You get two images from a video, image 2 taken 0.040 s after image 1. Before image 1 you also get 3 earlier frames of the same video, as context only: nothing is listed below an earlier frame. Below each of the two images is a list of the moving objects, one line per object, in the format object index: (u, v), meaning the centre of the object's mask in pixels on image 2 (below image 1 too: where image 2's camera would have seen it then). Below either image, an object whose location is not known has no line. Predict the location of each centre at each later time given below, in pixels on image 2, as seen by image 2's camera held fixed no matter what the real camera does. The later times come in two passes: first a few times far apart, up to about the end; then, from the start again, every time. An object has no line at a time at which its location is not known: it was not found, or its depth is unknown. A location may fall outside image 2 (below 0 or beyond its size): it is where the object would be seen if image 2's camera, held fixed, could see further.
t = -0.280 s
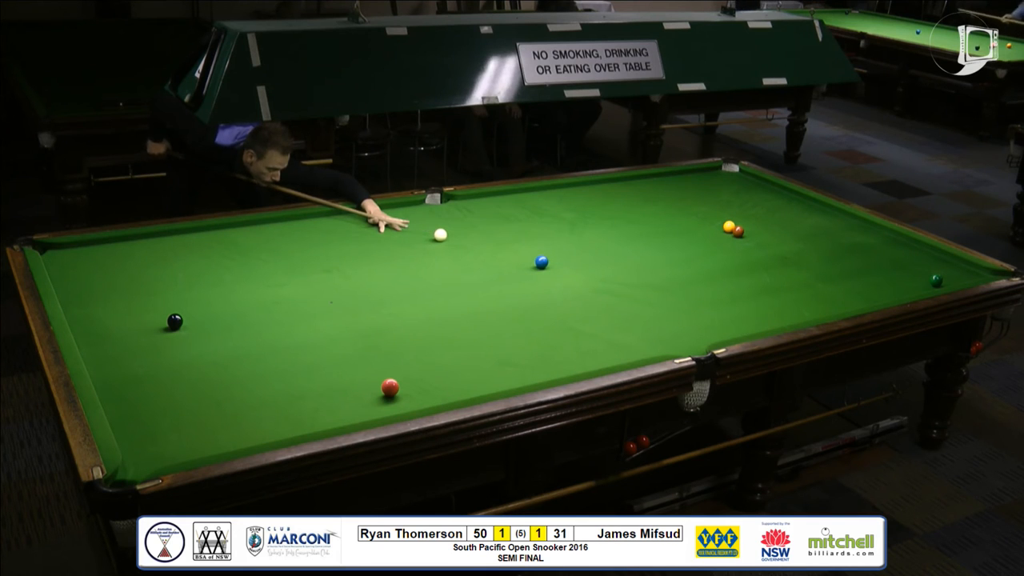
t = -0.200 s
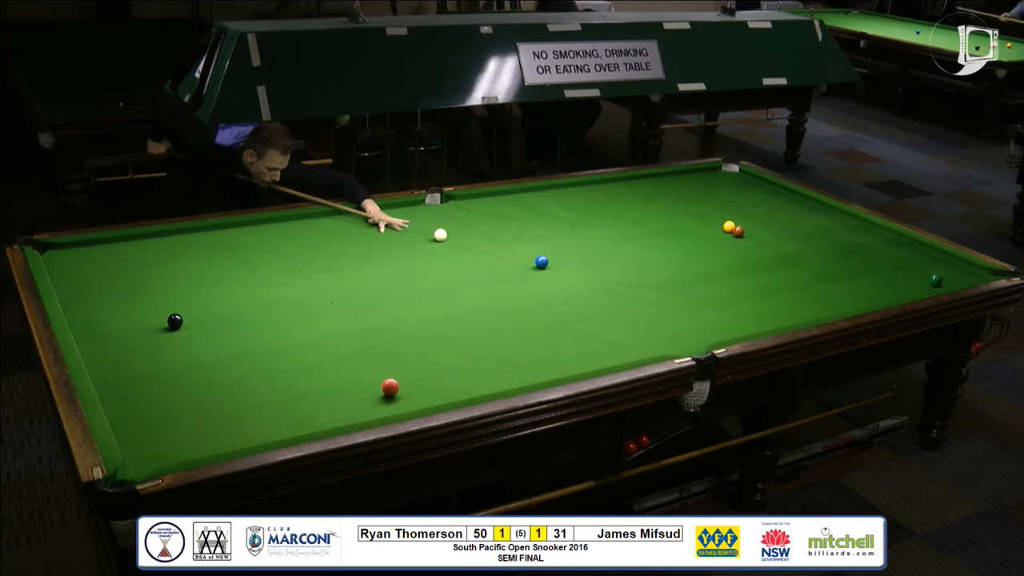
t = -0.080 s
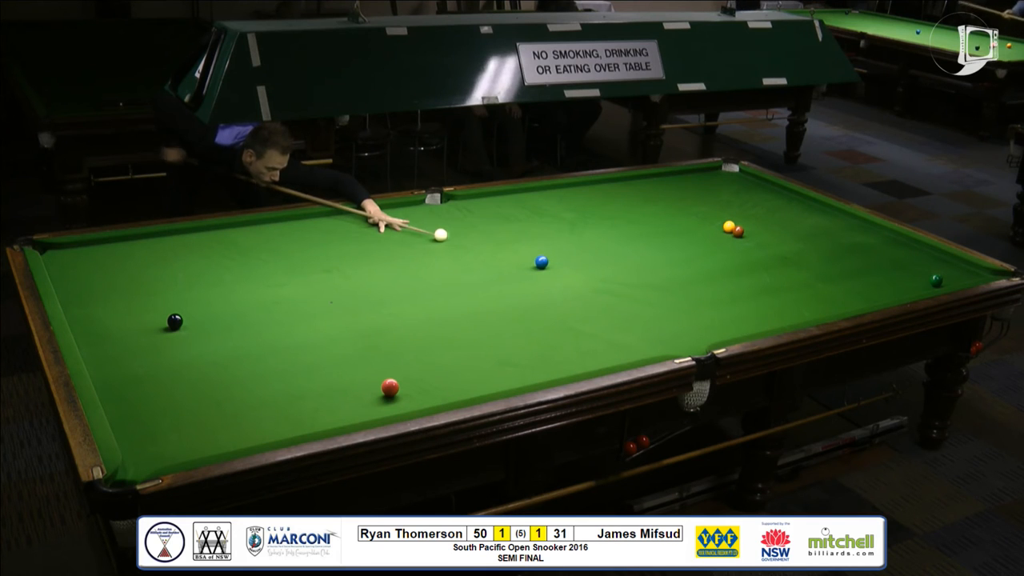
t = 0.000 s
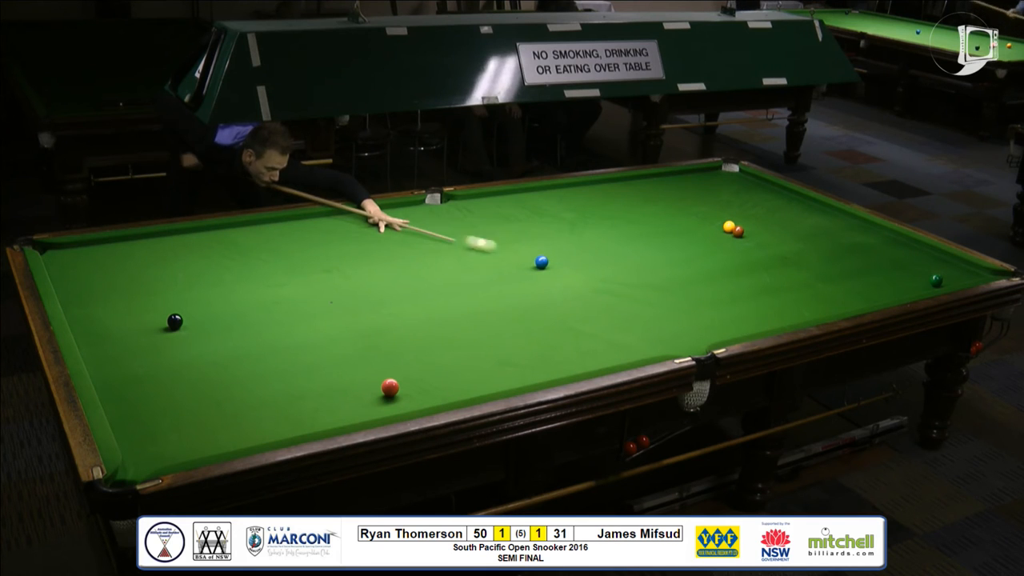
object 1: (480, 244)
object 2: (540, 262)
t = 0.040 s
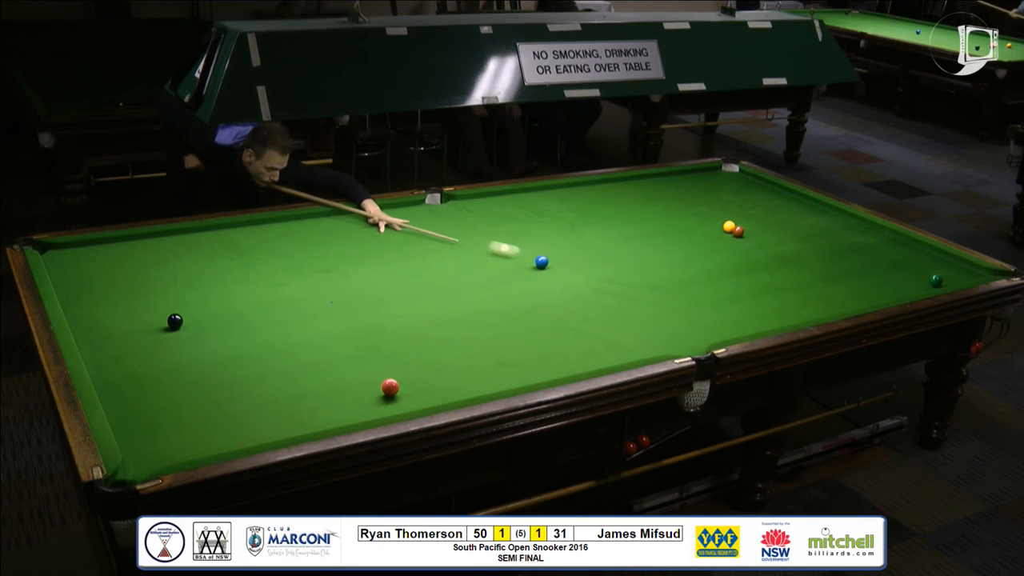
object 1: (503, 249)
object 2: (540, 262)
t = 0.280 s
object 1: (577, 253)
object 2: (586, 290)
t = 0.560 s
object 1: (628, 247)
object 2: (650, 330)
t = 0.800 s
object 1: (669, 242)
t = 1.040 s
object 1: (706, 238)
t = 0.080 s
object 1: (525, 254)
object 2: (541, 262)
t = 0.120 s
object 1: (541, 255)
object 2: (547, 266)
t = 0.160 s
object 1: (552, 255)
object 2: (557, 272)
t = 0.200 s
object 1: (561, 254)
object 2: (567, 279)
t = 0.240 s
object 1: (570, 254)
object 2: (577, 285)
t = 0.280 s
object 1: (577, 253)
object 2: (586, 290)
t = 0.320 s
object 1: (585, 252)
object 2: (595, 296)
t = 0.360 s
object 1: (592, 251)
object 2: (603, 301)
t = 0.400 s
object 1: (600, 250)
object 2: (612, 307)
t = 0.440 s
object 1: (607, 249)
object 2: (622, 313)
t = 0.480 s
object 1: (614, 249)
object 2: (630, 319)
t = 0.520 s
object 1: (621, 248)
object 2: (641, 325)
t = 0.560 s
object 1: (628, 247)
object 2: (650, 330)
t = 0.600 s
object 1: (635, 246)
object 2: (660, 337)
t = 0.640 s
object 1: (642, 246)
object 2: (669, 343)
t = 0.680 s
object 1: (649, 245)
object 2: (679, 348)
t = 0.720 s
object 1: (656, 244)
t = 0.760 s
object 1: (662, 243)
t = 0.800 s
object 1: (669, 242)
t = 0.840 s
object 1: (675, 242)
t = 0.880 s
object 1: (682, 241)
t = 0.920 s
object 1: (688, 241)
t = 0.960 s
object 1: (694, 240)
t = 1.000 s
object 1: (700, 239)
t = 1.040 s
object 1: (706, 238)
